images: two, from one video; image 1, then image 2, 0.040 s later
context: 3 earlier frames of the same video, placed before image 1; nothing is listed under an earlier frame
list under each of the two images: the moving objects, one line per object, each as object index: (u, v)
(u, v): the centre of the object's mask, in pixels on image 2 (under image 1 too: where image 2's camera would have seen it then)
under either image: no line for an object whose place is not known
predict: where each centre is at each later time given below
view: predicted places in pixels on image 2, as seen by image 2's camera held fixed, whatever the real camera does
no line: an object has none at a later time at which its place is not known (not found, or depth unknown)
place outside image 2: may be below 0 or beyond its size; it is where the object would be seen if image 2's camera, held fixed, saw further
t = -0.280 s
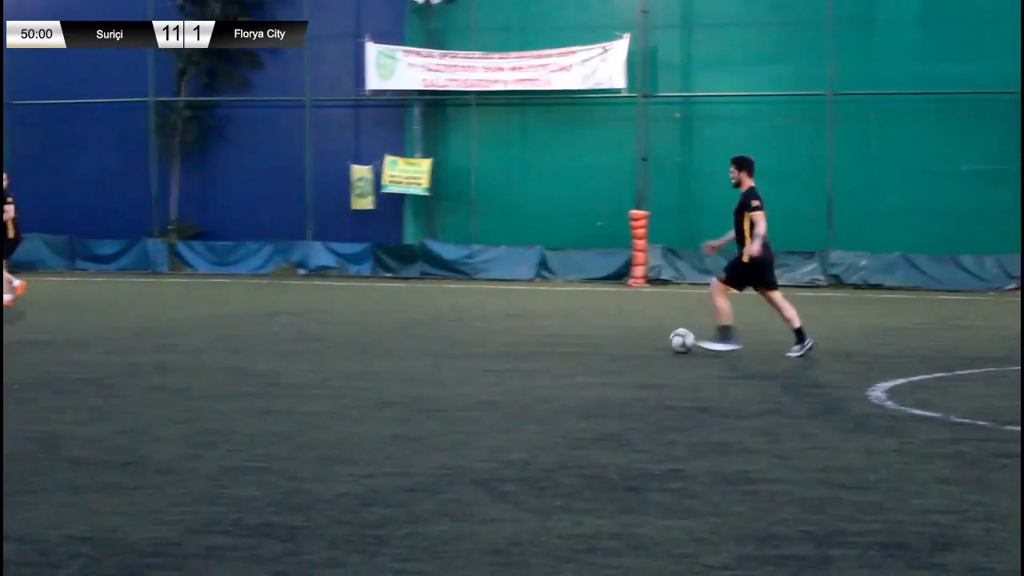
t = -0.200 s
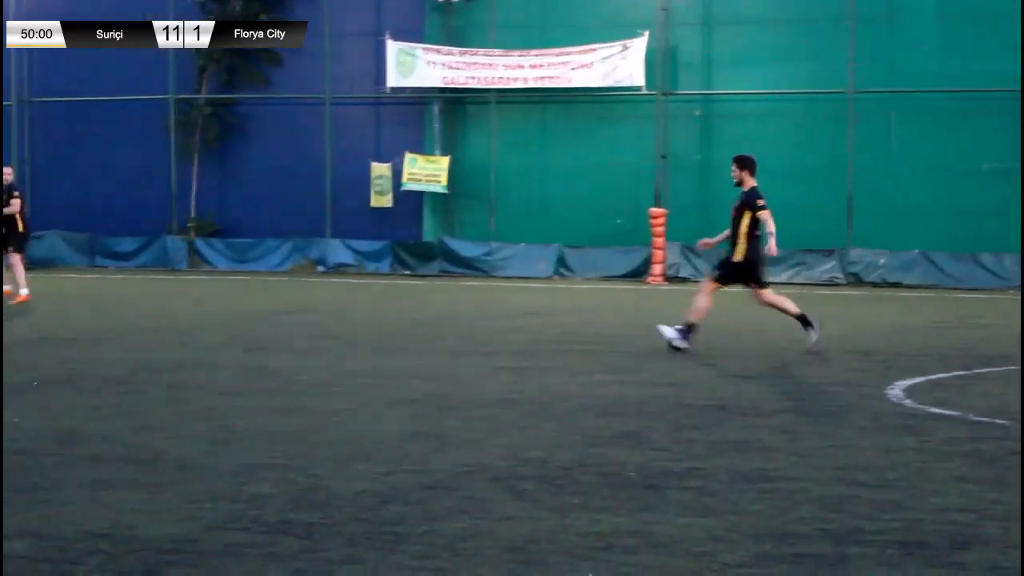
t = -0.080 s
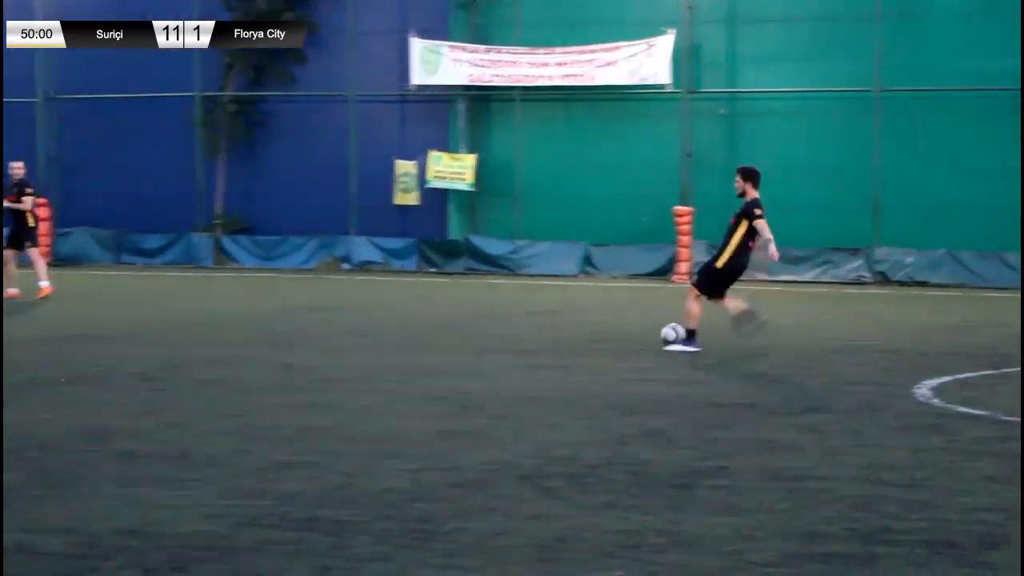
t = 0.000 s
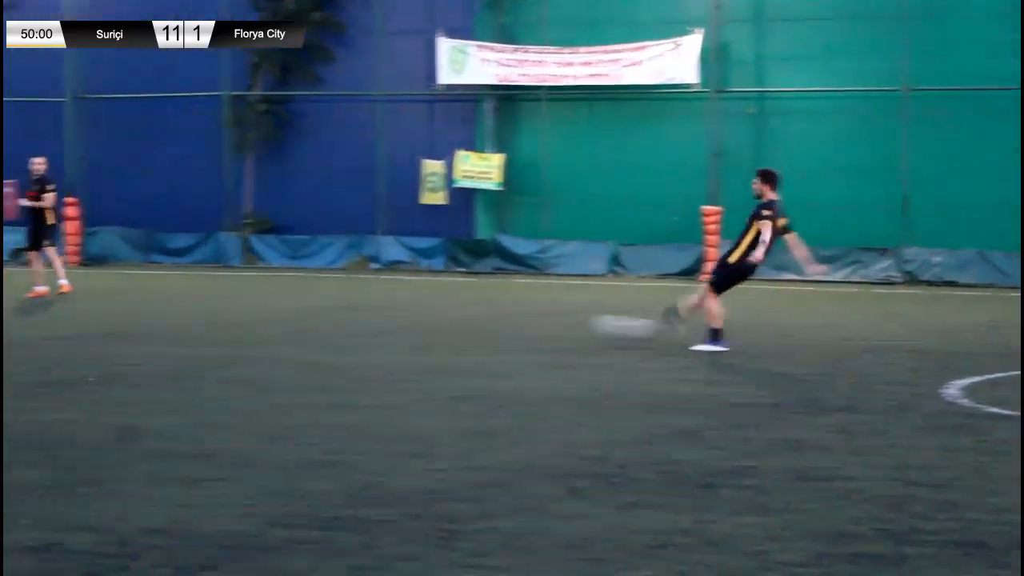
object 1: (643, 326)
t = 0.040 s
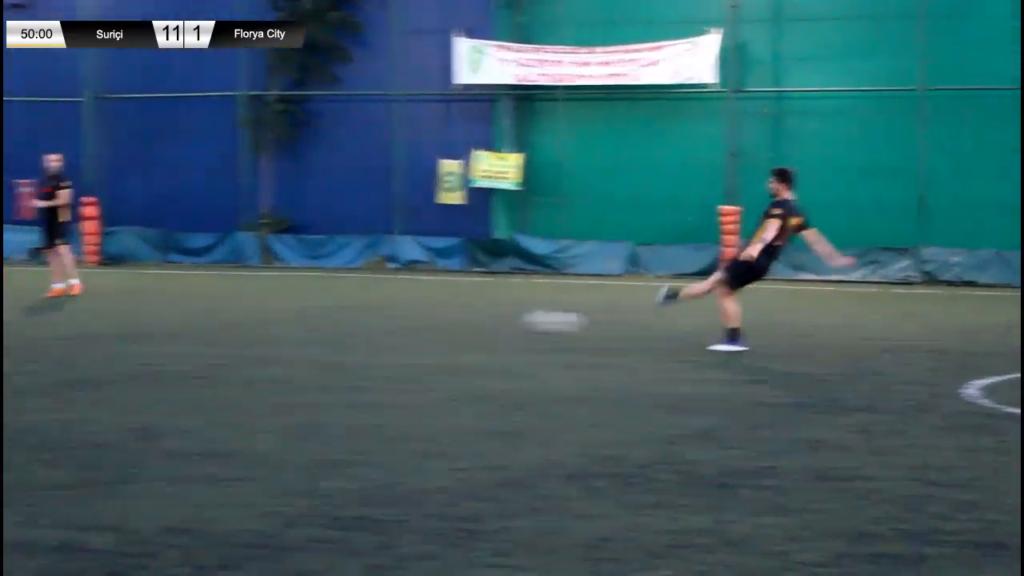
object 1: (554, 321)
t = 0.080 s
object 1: (468, 318)
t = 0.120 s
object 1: (384, 317)
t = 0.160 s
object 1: (304, 317)
